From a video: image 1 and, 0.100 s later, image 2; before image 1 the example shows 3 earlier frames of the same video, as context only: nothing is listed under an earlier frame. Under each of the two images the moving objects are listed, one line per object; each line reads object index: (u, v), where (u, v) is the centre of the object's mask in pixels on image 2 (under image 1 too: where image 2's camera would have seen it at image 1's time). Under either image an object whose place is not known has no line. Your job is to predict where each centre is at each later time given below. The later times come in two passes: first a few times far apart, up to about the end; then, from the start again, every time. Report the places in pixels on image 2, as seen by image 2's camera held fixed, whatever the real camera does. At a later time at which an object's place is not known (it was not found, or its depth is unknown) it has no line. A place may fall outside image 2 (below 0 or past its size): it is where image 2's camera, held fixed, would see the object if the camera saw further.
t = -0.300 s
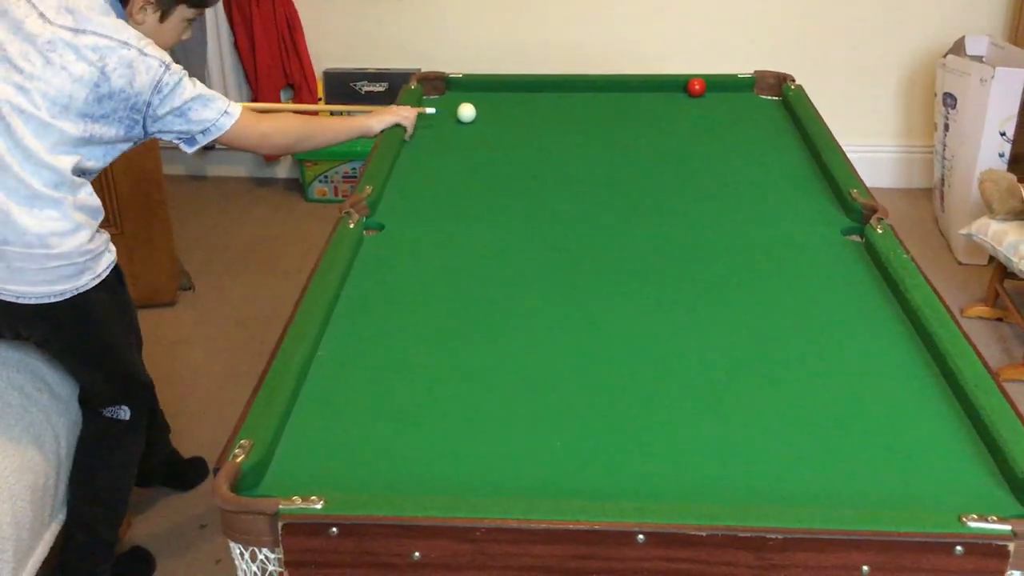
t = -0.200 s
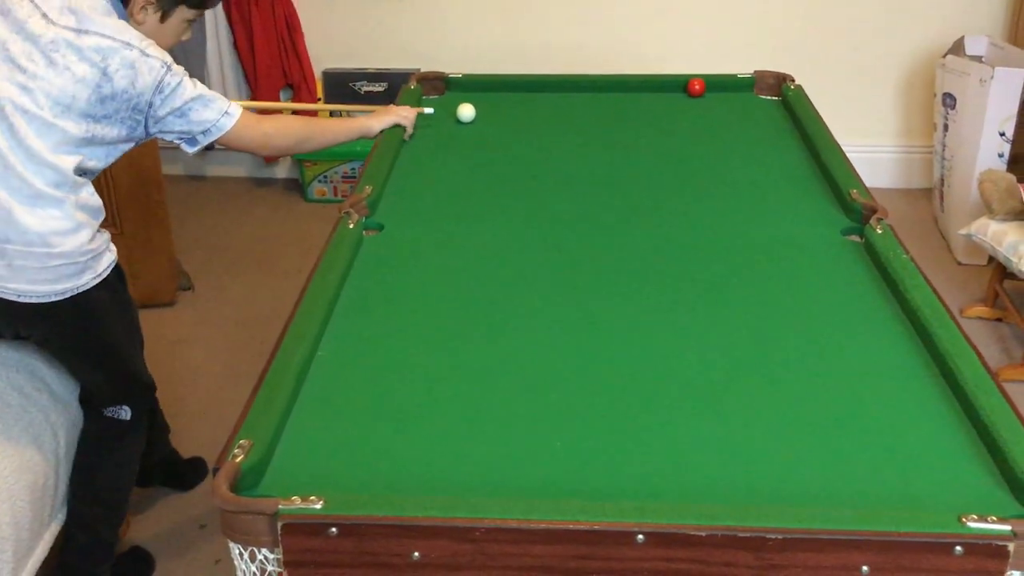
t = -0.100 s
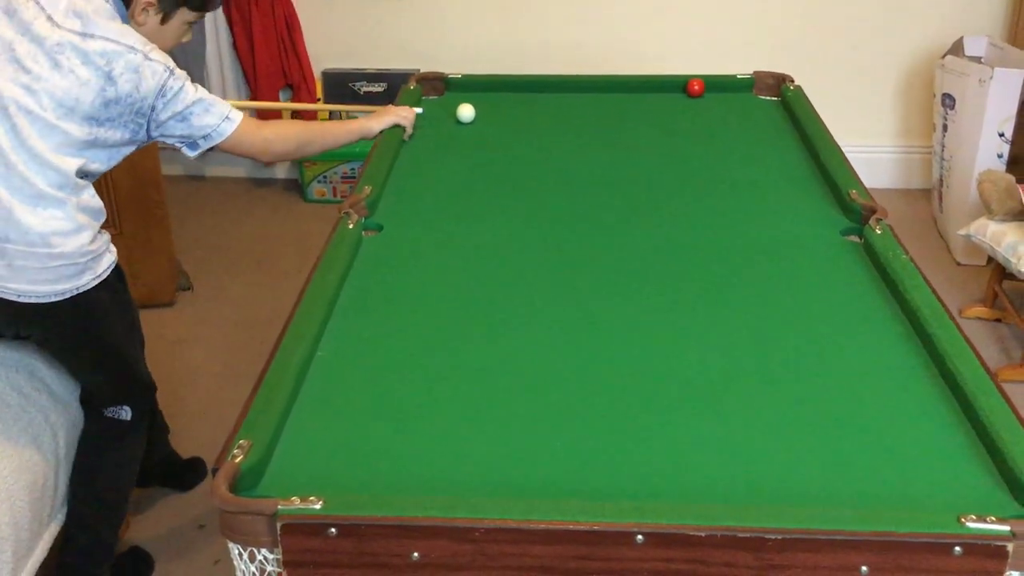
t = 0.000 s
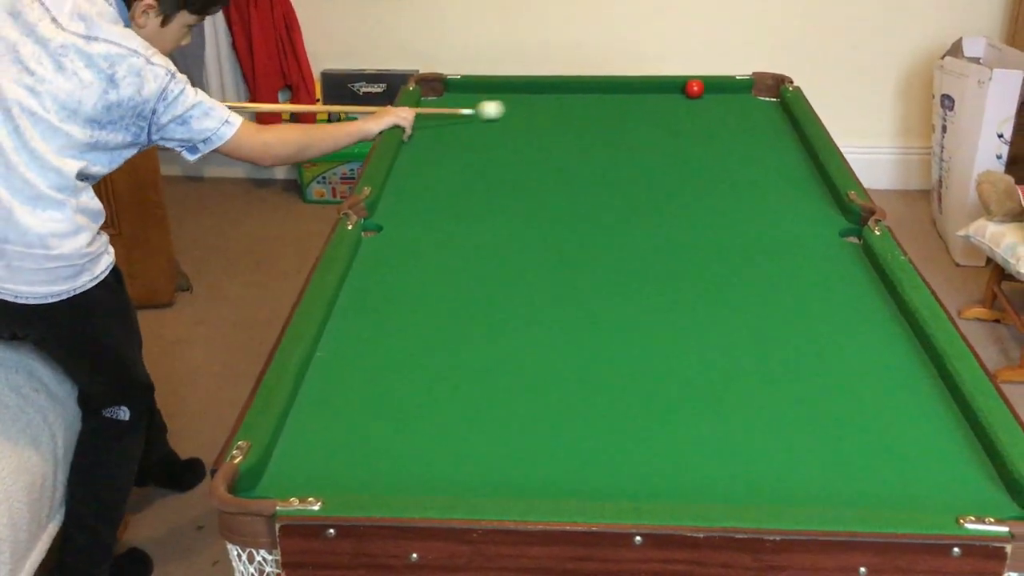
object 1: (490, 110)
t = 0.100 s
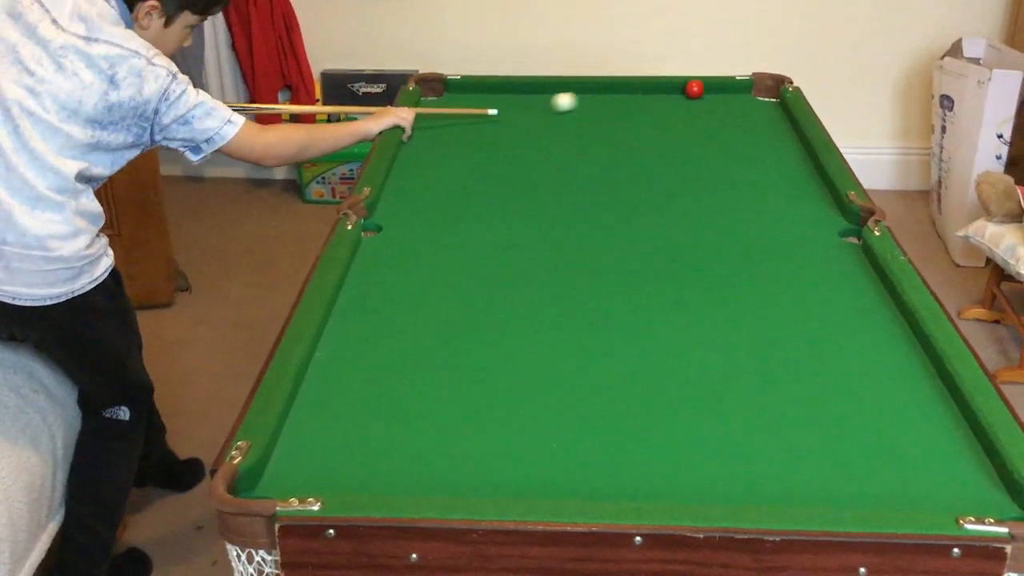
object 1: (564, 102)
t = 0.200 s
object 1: (626, 94)
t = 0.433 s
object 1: (687, 94)
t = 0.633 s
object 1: (714, 101)
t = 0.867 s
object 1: (743, 108)
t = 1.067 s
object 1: (765, 114)
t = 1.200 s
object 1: (780, 118)
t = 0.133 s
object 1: (586, 100)
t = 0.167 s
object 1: (606, 97)
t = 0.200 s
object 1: (626, 94)
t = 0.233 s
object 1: (647, 92)
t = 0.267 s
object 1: (667, 90)
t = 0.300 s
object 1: (675, 89)
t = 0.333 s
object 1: (677, 91)
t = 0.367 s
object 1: (679, 92)
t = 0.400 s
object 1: (683, 93)
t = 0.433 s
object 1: (687, 94)
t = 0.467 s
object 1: (692, 95)
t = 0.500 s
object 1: (697, 97)
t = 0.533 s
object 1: (701, 97)
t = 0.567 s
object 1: (705, 98)
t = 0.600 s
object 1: (709, 100)
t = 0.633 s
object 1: (714, 101)
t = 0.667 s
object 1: (718, 102)
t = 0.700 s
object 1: (722, 103)
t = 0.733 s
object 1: (726, 104)
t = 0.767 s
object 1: (730, 105)
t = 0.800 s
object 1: (735, 106)
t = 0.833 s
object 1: (739, 107)
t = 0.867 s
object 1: (743, 108)
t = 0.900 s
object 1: (746, 109)
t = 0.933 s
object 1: (750, 110)
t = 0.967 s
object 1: (754, 111)
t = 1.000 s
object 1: (758, 112)
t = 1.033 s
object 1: (761, 113)
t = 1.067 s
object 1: (765, 114)
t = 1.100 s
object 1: (769, 115)
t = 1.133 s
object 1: (773, 116)
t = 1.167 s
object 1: (776, 117)
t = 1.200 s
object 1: (780, 118)
